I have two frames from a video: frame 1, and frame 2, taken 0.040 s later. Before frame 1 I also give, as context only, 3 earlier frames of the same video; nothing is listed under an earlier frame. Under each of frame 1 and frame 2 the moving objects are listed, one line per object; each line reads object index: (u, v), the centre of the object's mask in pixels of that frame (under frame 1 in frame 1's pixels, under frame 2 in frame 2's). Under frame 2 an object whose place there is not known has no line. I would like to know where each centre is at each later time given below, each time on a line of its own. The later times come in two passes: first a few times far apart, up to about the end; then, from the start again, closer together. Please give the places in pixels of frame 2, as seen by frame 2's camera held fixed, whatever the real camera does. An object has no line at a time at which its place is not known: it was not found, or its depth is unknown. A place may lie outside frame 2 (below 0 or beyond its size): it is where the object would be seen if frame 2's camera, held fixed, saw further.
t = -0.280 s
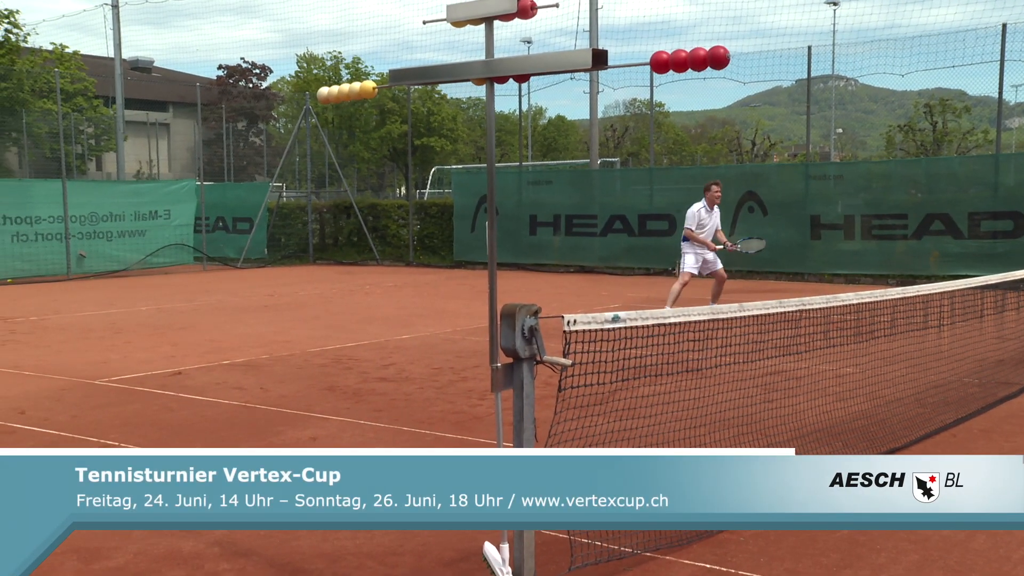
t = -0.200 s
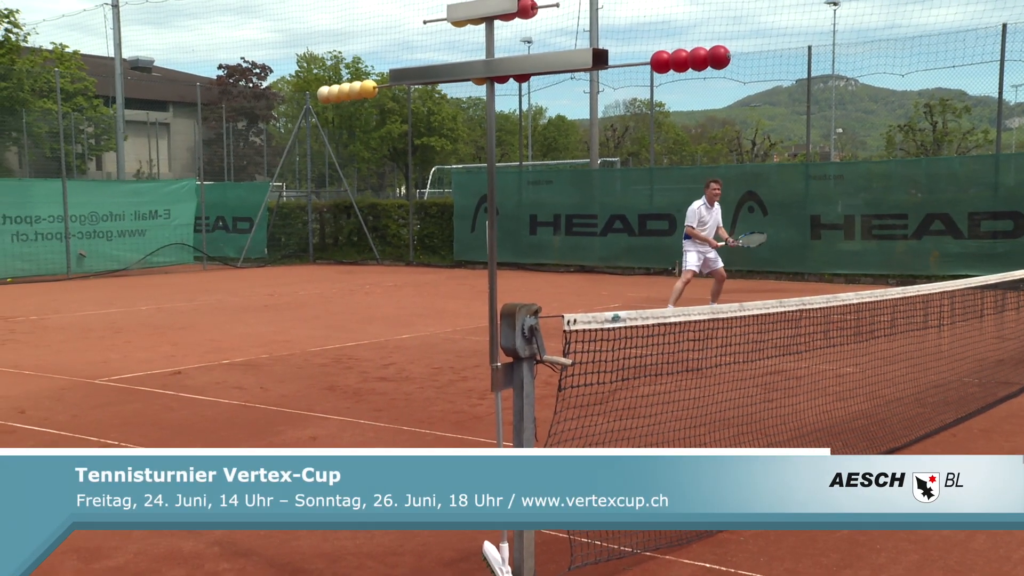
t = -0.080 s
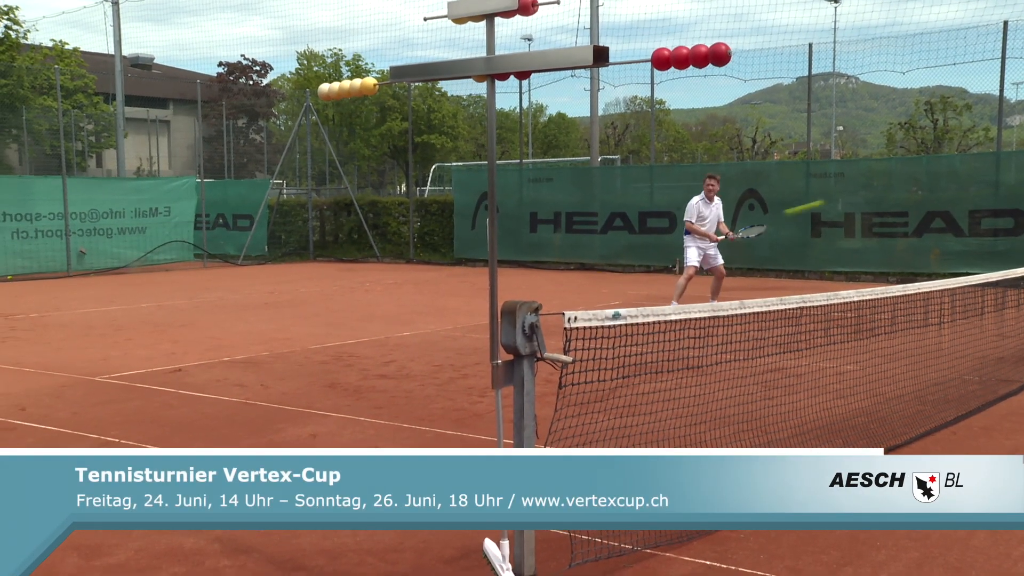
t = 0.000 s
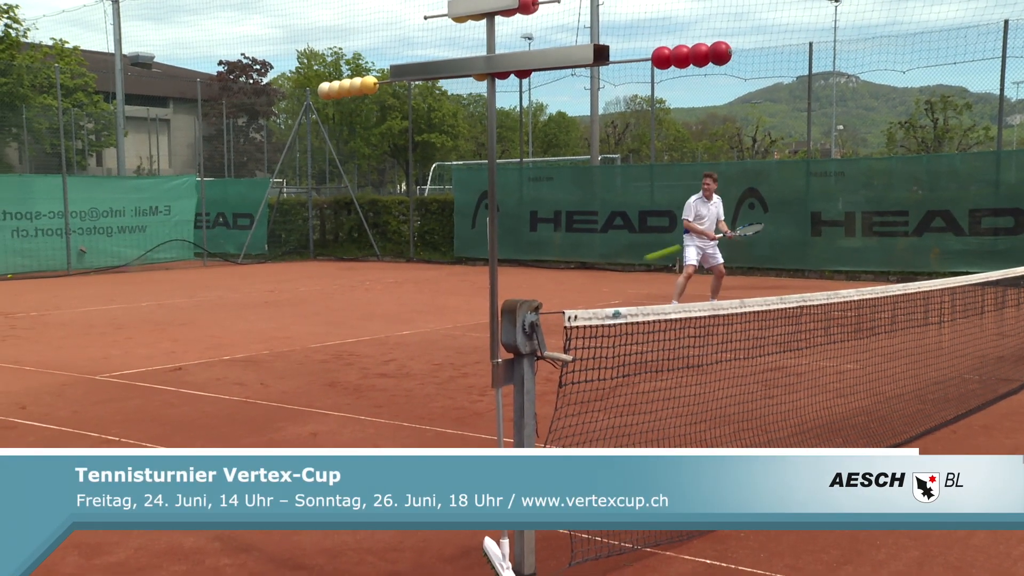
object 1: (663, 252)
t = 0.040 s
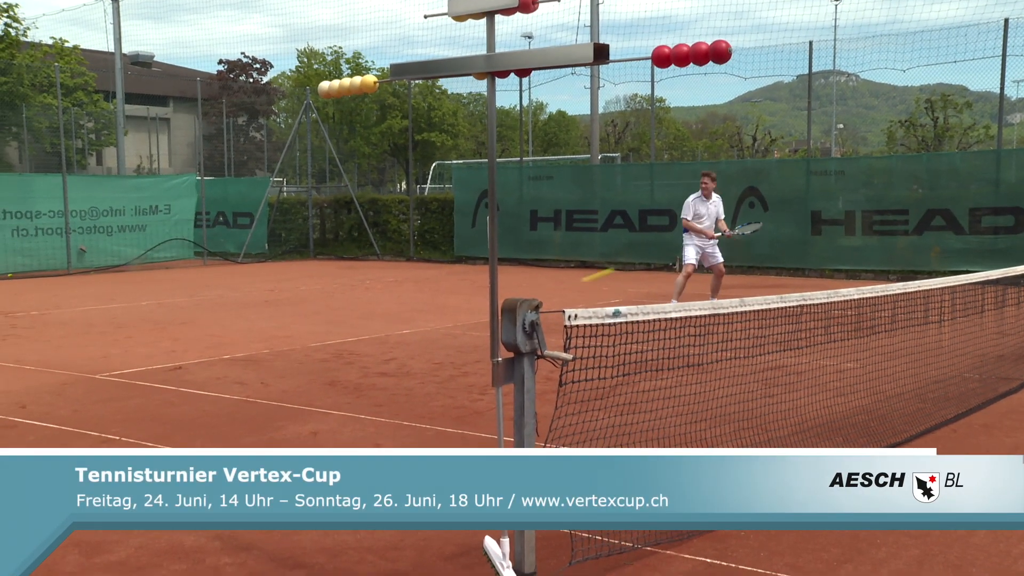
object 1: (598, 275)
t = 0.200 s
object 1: (406, 311)
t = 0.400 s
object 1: (282, 227)
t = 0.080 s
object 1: (545, 296)
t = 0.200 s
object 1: (406, 311)
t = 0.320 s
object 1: (330, 255)
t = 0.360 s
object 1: (306, 240)
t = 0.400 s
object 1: (282, 227)
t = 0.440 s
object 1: (259, 216)
